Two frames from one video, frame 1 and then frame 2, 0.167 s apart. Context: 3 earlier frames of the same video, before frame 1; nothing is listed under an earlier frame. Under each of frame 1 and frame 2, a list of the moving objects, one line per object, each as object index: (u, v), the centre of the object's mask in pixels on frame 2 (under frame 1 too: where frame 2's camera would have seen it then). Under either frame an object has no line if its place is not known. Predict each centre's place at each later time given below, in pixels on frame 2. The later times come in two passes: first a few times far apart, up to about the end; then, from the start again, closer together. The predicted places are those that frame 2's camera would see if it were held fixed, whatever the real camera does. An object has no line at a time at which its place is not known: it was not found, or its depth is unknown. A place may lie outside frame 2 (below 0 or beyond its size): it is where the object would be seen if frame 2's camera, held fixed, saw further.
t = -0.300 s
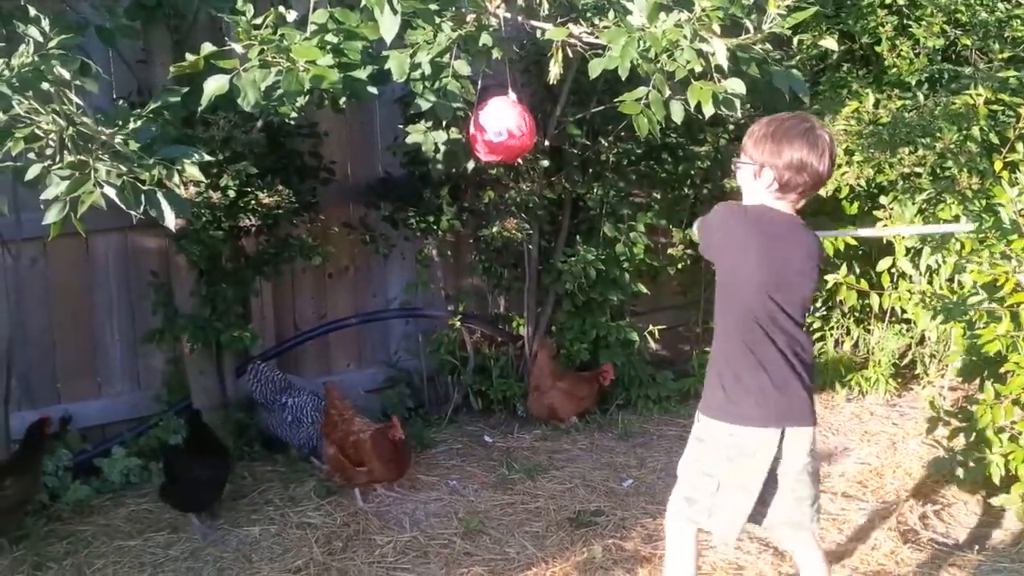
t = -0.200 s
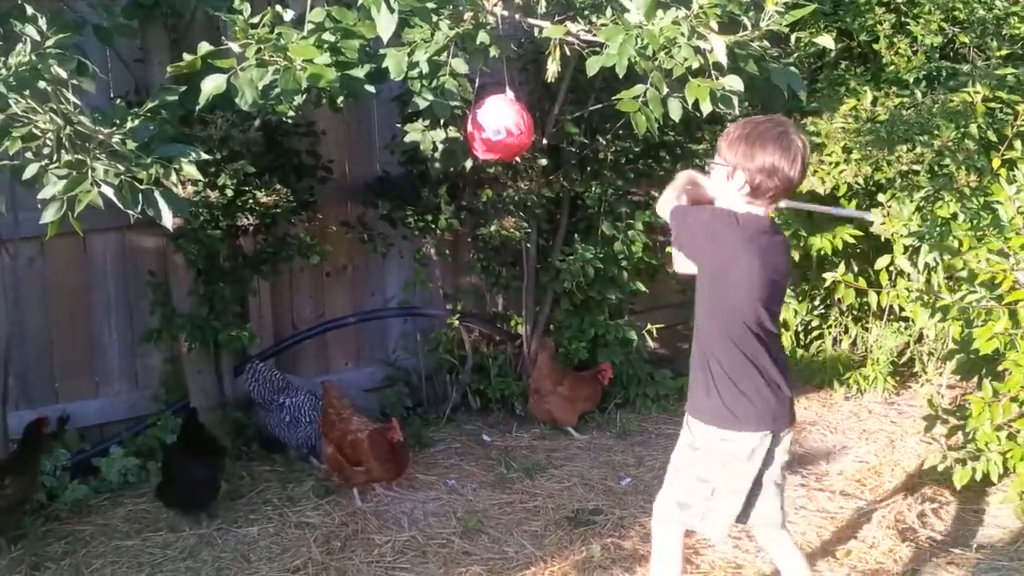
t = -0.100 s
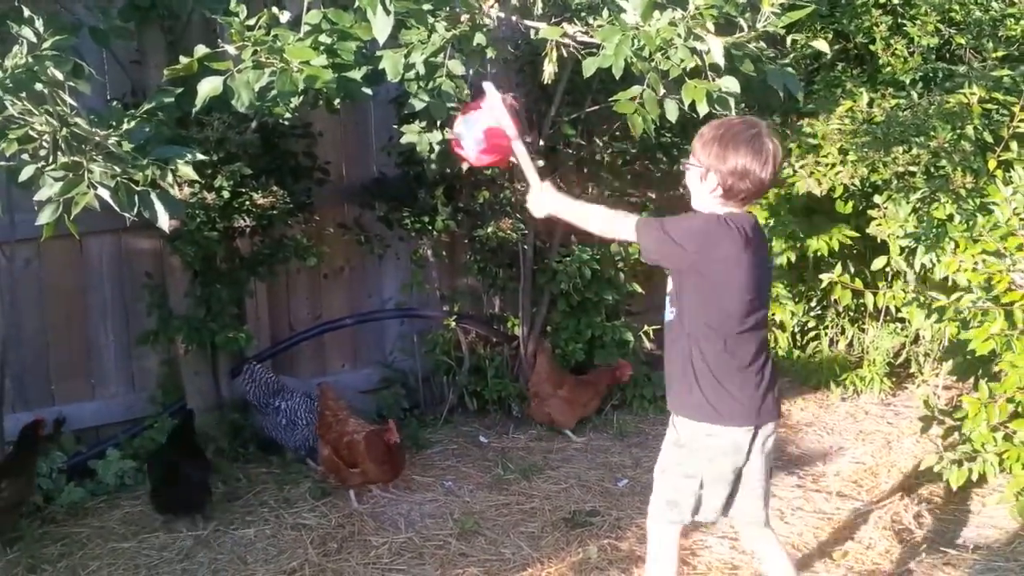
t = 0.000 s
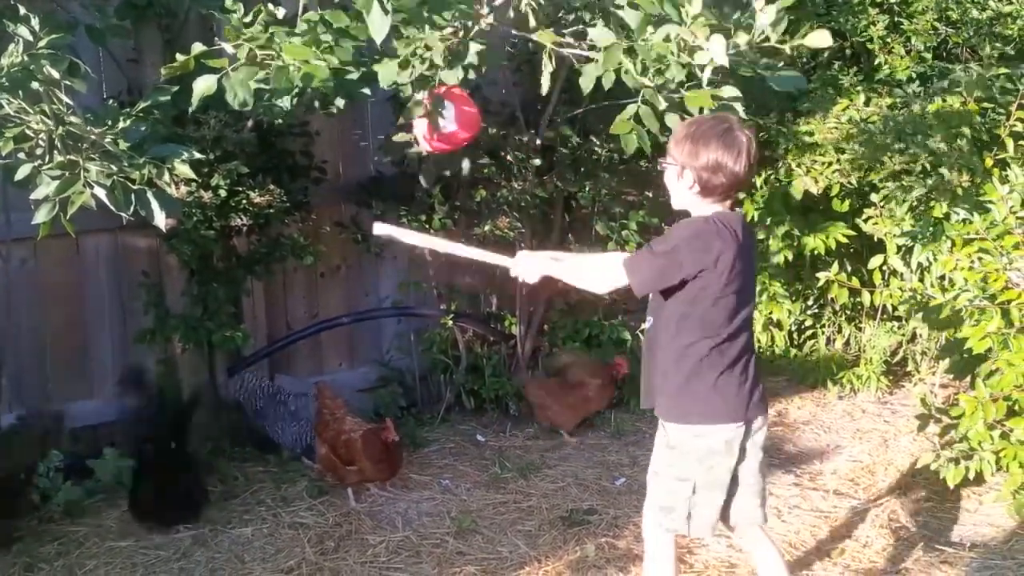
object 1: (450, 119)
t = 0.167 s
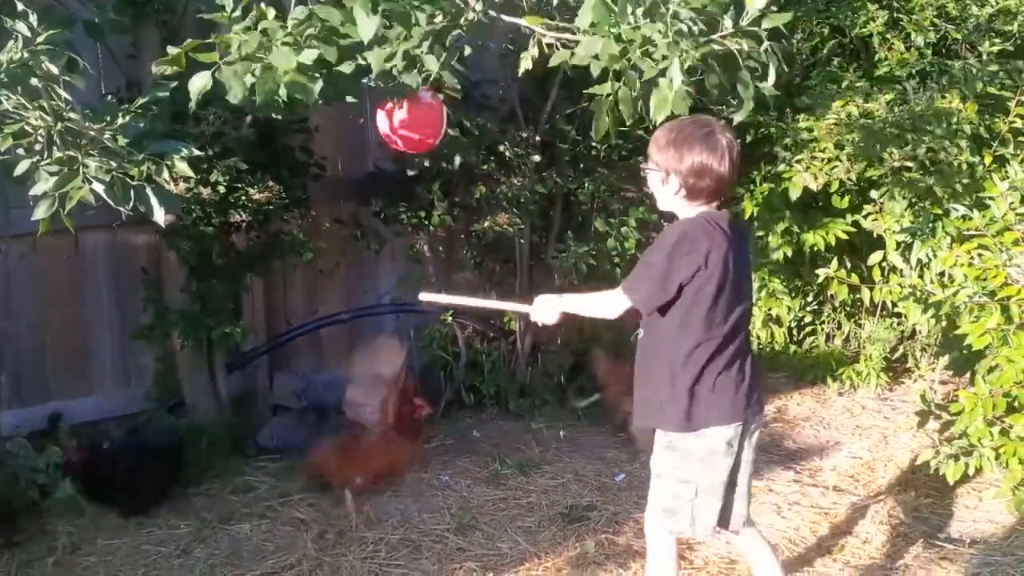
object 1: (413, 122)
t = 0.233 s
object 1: (411, 125)
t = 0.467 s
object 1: (447, 126)
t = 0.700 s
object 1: (516, 121)
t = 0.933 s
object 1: (541, 118)
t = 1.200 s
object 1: (504, 134)
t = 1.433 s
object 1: (473, 133)
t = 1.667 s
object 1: (467, 131)
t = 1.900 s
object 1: (486, 124)
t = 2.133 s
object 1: (496, 121)
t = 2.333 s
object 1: (491, 125)
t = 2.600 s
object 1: (480, 129)
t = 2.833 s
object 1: (485, 126)
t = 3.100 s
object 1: (504, 126)
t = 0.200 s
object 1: (411, 125)
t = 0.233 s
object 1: (411, 125)
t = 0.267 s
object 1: (411, 126)
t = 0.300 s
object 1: (413, 128)
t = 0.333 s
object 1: (414, 129)
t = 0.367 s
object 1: (422, 128)
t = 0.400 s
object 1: (431, 127)
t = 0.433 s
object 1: (440, 125)
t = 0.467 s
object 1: (447, 126)
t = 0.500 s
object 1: (455, 127)
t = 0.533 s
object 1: (463, 128)
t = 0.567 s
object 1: (473, 128)
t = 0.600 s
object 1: (485, 126)
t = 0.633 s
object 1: (496, 124)
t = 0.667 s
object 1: (507, 122)
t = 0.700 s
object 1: (516, 121)
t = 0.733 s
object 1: (523, 119)
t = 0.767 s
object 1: (529, 118)
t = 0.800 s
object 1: (534, 116)
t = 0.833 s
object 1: (540, 115)
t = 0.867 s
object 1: (543, 116)
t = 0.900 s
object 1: (543, 117)
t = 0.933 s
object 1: (541, 118)
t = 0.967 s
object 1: (539, 120)
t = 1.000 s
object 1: (536, 122)
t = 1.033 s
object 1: (532, 124)
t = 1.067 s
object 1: (528, 126)
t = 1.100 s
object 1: (523, 129)
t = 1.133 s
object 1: (516, 132)
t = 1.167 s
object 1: (509, 133)
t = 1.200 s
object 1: (504, 134)
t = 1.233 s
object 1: (498, 135)
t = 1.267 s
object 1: (494, 134)
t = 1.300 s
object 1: (490, 134)
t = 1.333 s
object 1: (485, 133)
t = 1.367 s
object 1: (480, 134)
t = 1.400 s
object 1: (475, 133)
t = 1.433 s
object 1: (473, 133)
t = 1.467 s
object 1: (467, 132)
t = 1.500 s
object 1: (467, 131)
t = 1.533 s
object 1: (465, 131)
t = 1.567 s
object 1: (464, 130)
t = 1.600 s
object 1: (464, 130)
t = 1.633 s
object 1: (465, 131)
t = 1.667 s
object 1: (467, 131)
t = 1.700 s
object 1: (470, 131)
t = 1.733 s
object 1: (473, 130)
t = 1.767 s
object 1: (474, 130)
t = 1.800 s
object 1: (477, 128)
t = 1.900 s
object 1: (486, 124)
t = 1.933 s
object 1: (487, 123)
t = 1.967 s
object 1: (490, 123)
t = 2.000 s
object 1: (491, 123)
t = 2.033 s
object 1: (492, 122)
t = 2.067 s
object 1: (493, 121)
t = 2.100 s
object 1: (495, 120)
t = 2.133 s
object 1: (496, 121)
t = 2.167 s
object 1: (497, 122)
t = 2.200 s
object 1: (496, 122)
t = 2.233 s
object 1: (496, 124)
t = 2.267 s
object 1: (494, 125)
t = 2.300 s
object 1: (492, 125)
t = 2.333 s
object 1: (491, 125)
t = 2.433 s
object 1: (485, 126)
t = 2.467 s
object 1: (483, 128)
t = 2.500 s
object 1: (482, 129)
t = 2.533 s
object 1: (481, 130)
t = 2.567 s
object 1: (481, 129)
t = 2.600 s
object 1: (480, 129)
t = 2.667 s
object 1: (480, 127)
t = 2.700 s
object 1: (481, 127)
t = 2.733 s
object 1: (481, 126)
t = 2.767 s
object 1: (482, 127)
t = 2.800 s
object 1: (483, 126)
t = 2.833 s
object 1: (485, 126)
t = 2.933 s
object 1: (491, 127)
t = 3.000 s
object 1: (497, 127)
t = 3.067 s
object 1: (502, 126)
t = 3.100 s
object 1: (504, 126)
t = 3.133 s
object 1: (505, 125)
